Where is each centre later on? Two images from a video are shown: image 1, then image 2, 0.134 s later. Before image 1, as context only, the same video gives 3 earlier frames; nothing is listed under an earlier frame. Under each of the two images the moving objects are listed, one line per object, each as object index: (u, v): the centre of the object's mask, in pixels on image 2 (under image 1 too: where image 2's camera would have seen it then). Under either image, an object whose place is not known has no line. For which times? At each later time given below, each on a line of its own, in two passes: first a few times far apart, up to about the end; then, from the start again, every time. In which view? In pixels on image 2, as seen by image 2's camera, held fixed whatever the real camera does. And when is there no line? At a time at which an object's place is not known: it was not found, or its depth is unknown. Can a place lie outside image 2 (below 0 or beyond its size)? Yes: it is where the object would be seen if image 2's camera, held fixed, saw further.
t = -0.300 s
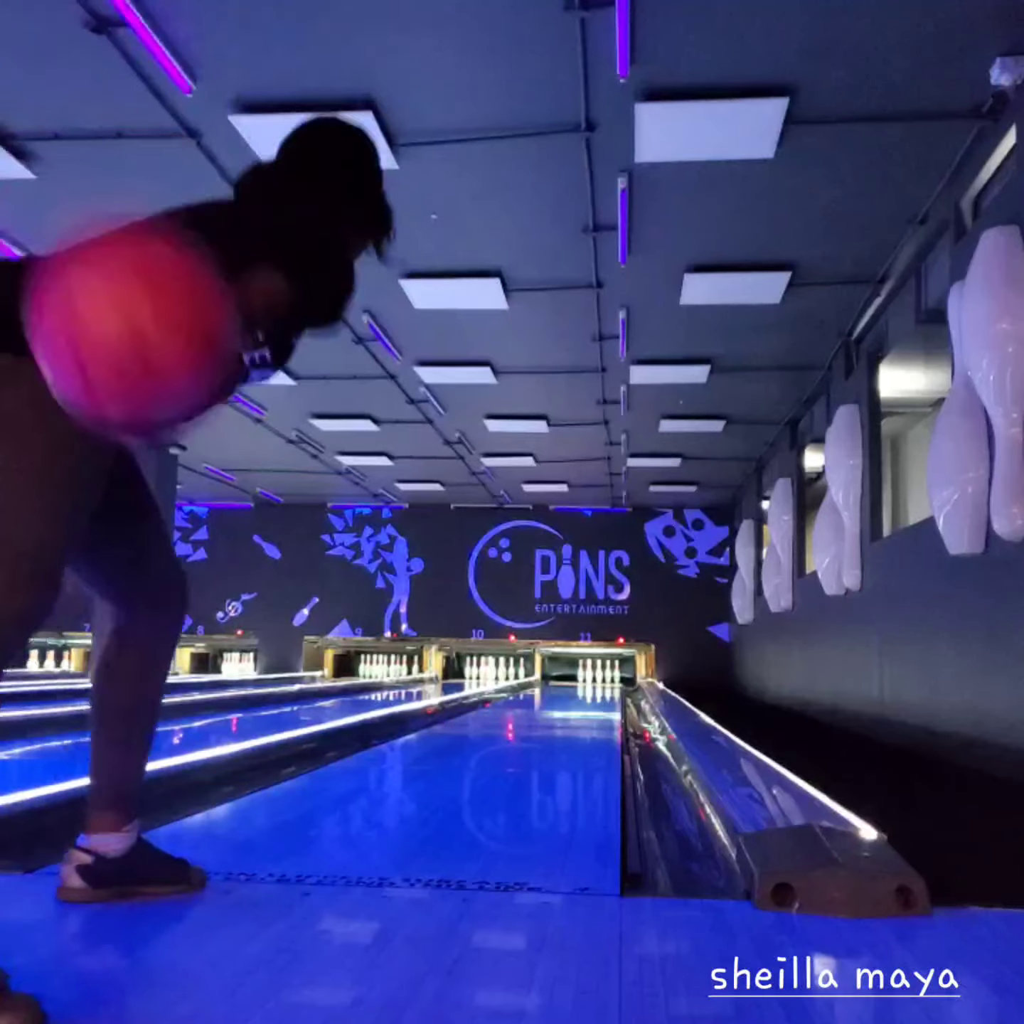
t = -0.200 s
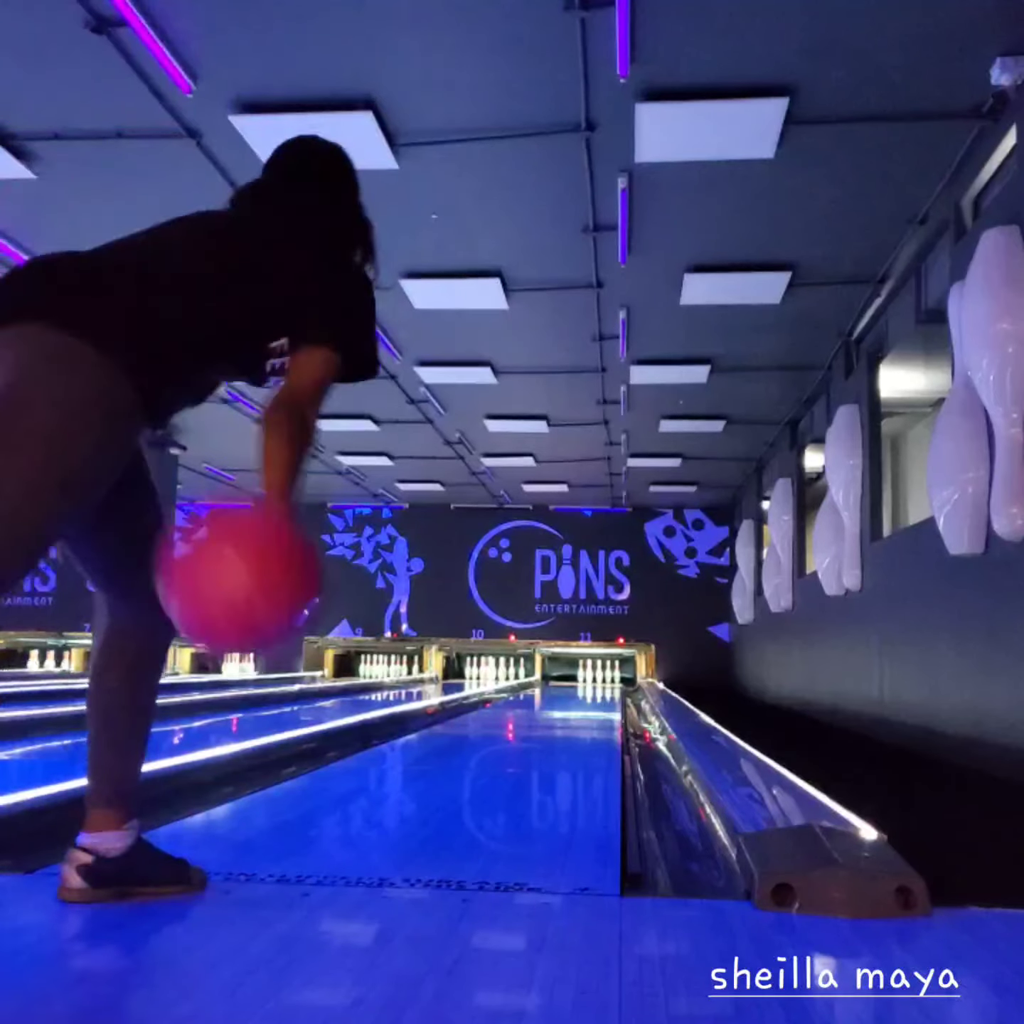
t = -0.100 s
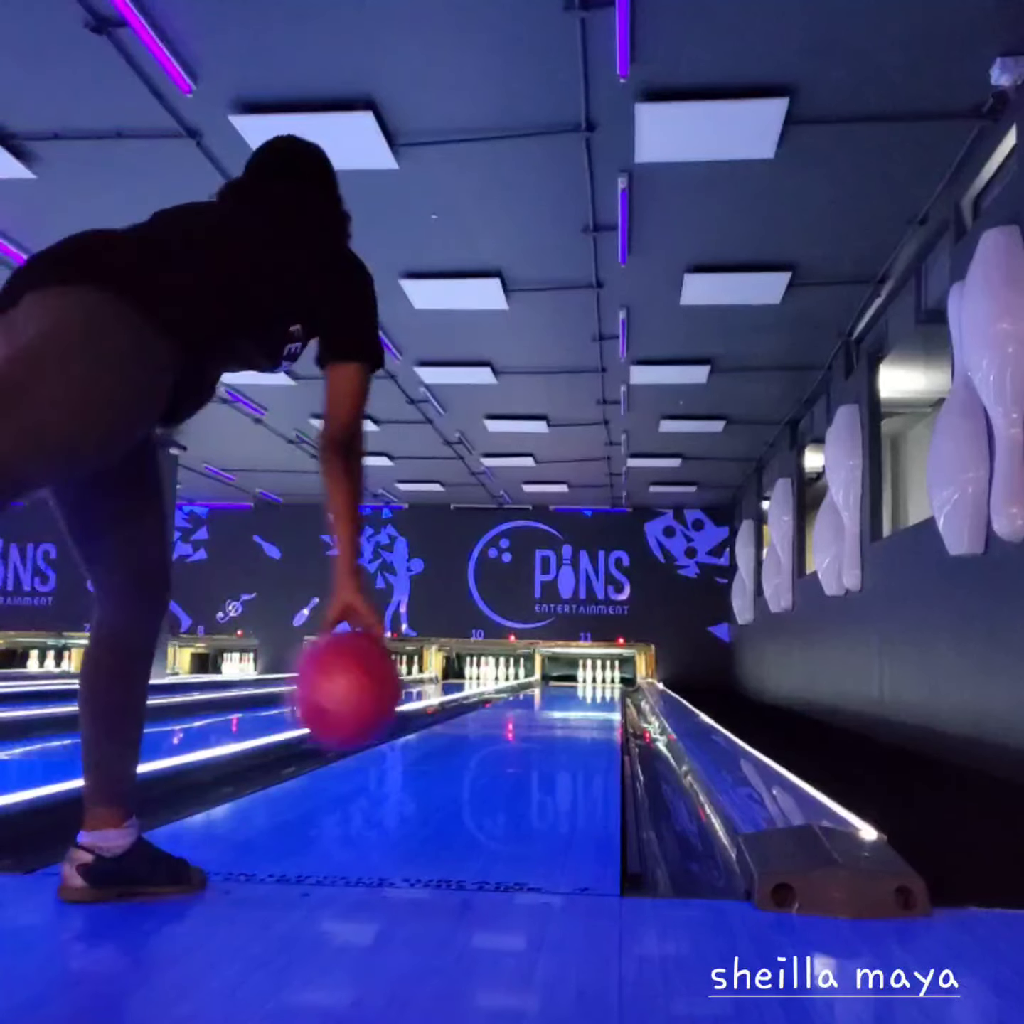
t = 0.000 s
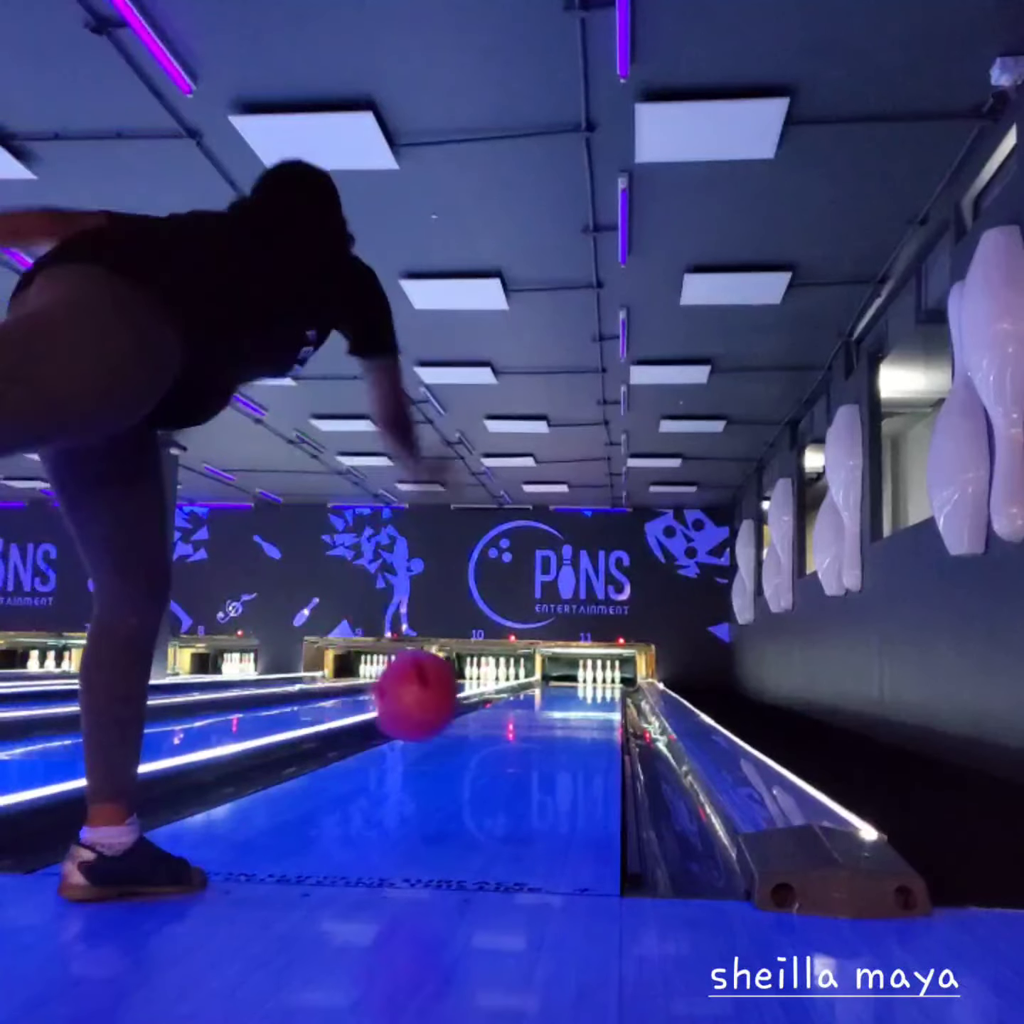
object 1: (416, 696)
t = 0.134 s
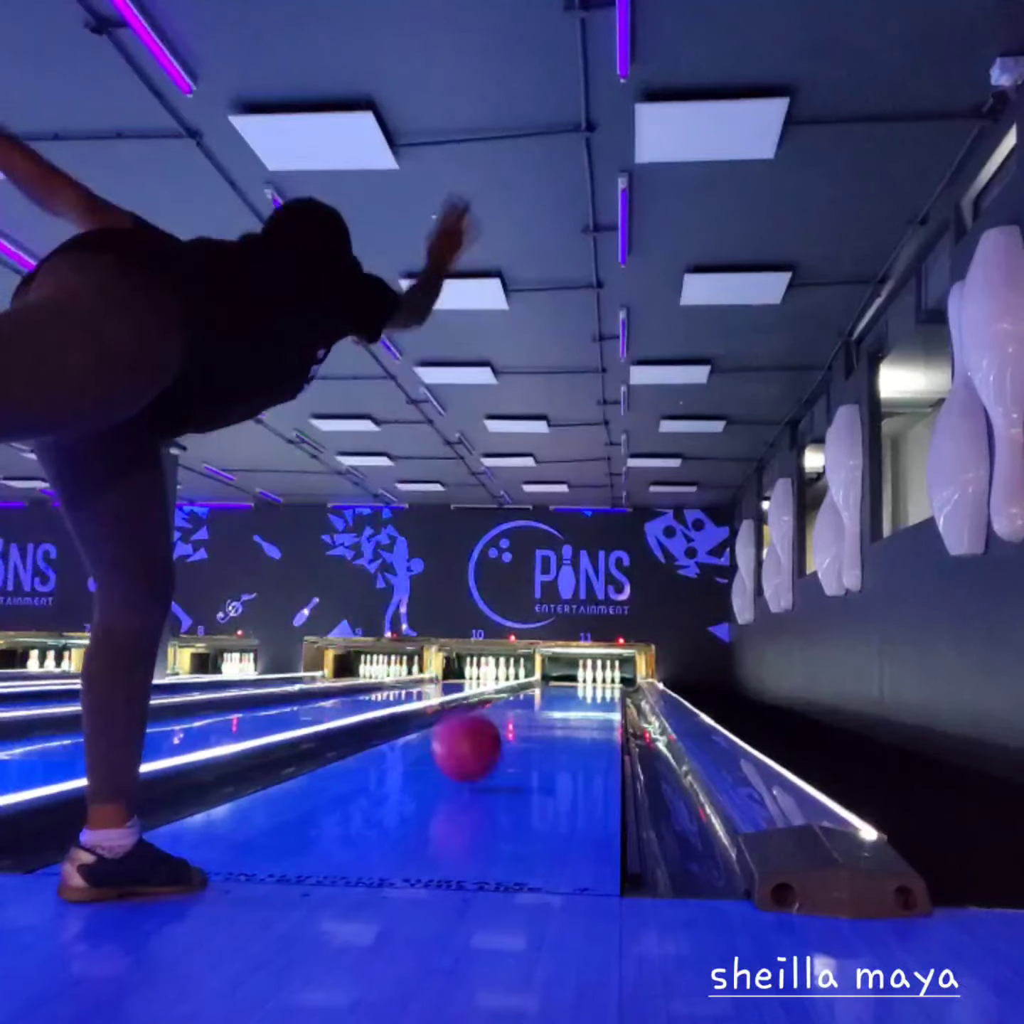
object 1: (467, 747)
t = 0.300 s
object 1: (506, 731)
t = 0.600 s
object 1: (547, 710)
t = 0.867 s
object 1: (565, 700)
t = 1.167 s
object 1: (581, 692)
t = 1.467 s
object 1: (590, 687)
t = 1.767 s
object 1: (596, 685)
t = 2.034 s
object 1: (600, 682)
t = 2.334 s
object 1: (604, 680)
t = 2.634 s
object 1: (607, 679)
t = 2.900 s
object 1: (614, 677)
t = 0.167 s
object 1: (476, 745)
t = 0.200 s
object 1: (486, 738)
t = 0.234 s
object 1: (494, 735)
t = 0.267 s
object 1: (501, 734)
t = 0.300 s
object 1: (506, 731)
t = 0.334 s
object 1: (512, 728)
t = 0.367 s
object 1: (519, 725)
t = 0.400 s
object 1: (523, 722)
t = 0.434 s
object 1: (528, 720)
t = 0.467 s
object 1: (532, 718)
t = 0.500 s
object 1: (536, 716)
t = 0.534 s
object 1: (540, 714)
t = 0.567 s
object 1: (543, 712)
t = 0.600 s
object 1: (547, 710)
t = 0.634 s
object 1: (549, 709)
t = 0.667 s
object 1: (552, 707)
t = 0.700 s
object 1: (555, 706)
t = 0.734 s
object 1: (557, 704)
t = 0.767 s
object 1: (559, 703)
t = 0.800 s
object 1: (561, 702)
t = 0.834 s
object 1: (563, 701)
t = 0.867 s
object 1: (565, 700)
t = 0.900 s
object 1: (568, 699)
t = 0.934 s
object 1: (569, 698)
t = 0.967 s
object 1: (570, 697)
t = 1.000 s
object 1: (572, 696)
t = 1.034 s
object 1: (575, 695)
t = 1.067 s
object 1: (576, 695)
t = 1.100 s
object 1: (578, 694)
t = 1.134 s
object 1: (579, 693)
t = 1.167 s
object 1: (581, 692)
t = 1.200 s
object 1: (582, 692)
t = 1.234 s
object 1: (583, 691)
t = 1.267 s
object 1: (584, 690)
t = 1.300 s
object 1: (584, 690)
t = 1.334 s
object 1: (586, 689)
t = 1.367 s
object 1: (586, 689)
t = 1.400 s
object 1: (587, 688)
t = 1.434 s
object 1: (588, 688)
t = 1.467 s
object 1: (590, 687)
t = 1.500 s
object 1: (590, 687)
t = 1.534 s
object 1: (591, 686)
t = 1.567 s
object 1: (592, 686)
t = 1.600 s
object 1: (593, 686)
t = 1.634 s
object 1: (593, 686)
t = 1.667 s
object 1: (594, 685)
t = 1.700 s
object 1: (595, 685)
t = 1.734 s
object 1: (595, 685)
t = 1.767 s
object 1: (596, 685)
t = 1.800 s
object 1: (597, 684)
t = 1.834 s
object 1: (597, 684)
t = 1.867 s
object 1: (598, 684)
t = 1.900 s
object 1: (598, 683)
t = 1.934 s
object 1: (599, 683)
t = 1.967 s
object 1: (600, 683)
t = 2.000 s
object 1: (600, 682)
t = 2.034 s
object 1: (600, 682)
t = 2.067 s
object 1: (601, 681)
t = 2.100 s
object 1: (602, 681)
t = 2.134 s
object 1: (602, 680)
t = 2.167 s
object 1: (602, 681)
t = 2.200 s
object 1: (603, 680)
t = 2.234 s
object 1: (603, 680)
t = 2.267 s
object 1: (604, 680)
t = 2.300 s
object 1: (604, 680)
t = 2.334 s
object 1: (604, 680)
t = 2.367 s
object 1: (605, 680)
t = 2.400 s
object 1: (606, 680)
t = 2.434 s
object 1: (606, 680)
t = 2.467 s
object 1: (606, 680)
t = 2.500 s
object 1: (606, 679)
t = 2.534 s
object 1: (607, 679)
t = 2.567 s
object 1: (607, 679)
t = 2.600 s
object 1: (607, 679)
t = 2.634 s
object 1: (607, 679)
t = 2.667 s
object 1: (606, 680)
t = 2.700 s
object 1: (607, 679)
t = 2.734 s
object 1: (607, 679)
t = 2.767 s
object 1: (607, 679)
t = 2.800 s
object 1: (608, 678)
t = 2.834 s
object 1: (611, 676)
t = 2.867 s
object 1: (613, 677)
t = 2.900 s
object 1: (614, 677)
